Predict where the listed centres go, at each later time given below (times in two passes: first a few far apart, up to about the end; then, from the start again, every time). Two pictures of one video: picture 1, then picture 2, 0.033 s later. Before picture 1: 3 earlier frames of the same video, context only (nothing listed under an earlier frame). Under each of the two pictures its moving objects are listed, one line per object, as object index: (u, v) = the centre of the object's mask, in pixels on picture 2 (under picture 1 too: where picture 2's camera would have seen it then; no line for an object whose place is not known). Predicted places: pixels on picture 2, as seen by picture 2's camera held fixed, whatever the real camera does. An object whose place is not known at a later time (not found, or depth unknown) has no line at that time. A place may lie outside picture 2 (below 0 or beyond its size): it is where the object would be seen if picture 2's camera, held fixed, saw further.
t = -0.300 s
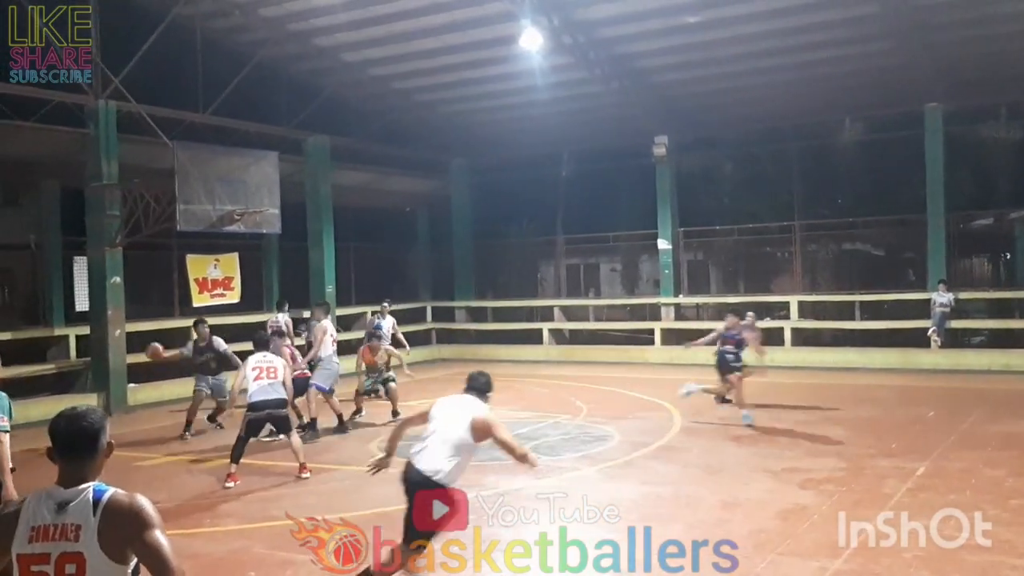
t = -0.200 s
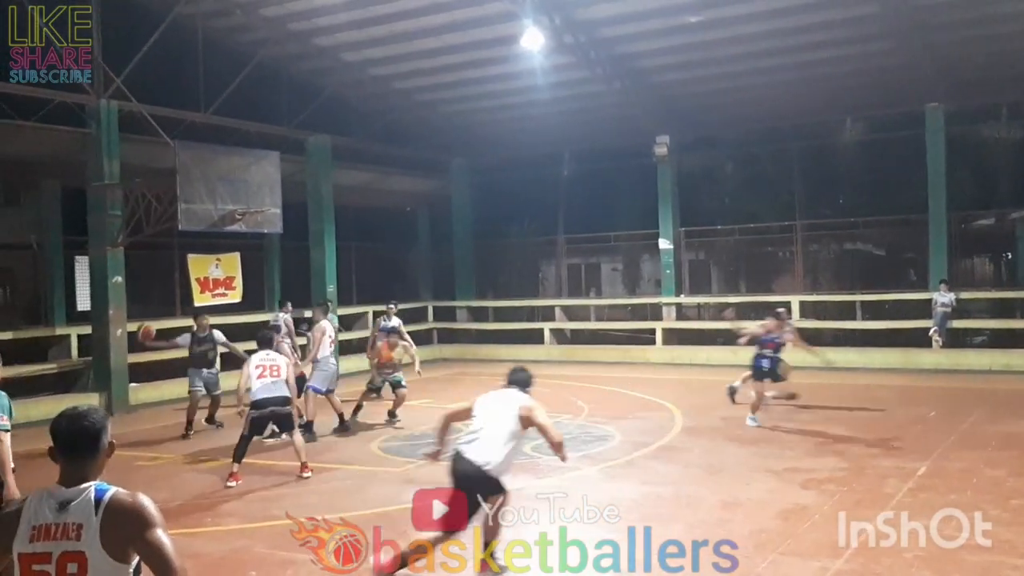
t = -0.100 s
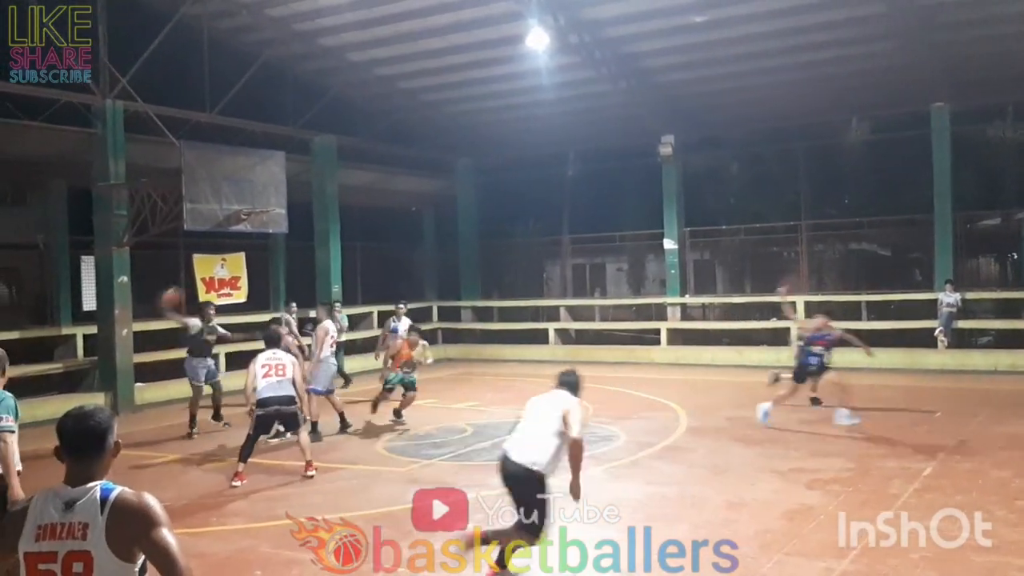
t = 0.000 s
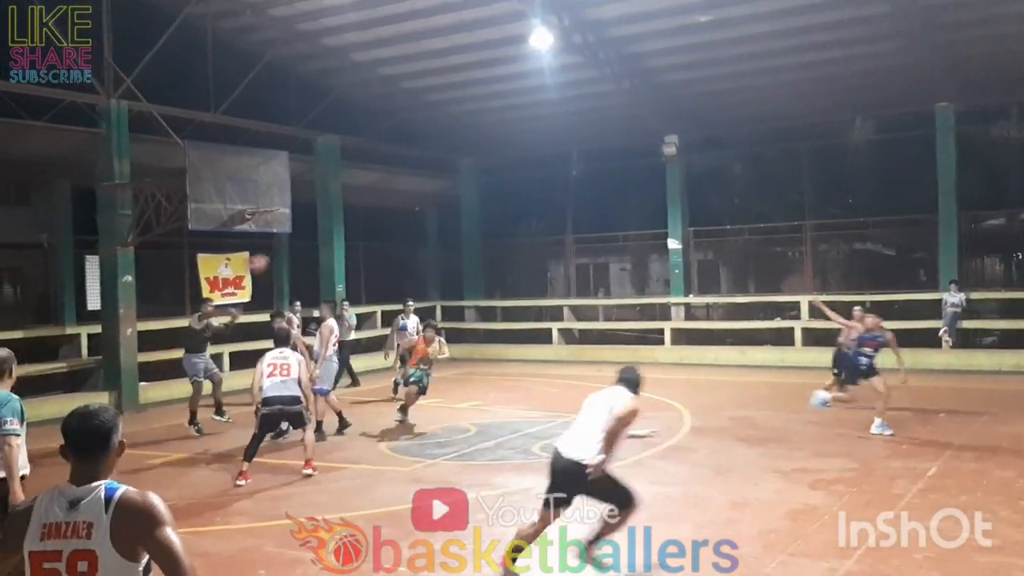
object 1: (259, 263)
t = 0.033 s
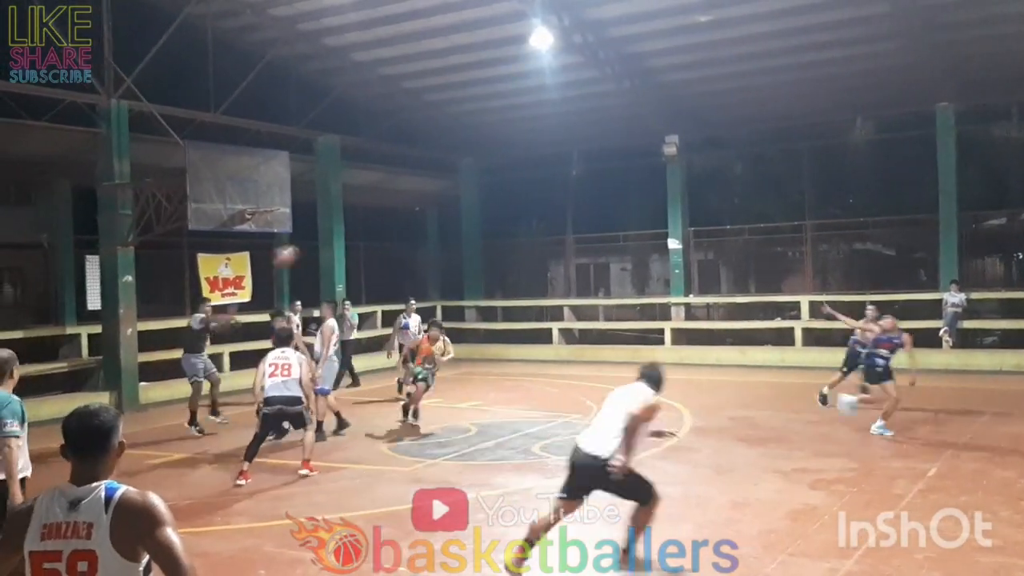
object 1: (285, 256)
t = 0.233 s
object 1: (468, 215)
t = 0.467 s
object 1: (702, 204)
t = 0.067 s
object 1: (316, 247)
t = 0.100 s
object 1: (345, 239)
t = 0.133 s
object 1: (375, 232)
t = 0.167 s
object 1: (405, 226)
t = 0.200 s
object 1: (437, 220)
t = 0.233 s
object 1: (468, 215)
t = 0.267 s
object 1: (500, 211)
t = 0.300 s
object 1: (532, 208)
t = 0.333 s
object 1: (565, 205)
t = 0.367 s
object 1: (599, 204)
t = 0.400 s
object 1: (632, 203)
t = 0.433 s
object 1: (667, 203)
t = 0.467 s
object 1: (702, 204)
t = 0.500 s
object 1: (738, 206)
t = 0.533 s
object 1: (775, 208)
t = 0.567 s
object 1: (814, 211)
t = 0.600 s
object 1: (853, 216)
